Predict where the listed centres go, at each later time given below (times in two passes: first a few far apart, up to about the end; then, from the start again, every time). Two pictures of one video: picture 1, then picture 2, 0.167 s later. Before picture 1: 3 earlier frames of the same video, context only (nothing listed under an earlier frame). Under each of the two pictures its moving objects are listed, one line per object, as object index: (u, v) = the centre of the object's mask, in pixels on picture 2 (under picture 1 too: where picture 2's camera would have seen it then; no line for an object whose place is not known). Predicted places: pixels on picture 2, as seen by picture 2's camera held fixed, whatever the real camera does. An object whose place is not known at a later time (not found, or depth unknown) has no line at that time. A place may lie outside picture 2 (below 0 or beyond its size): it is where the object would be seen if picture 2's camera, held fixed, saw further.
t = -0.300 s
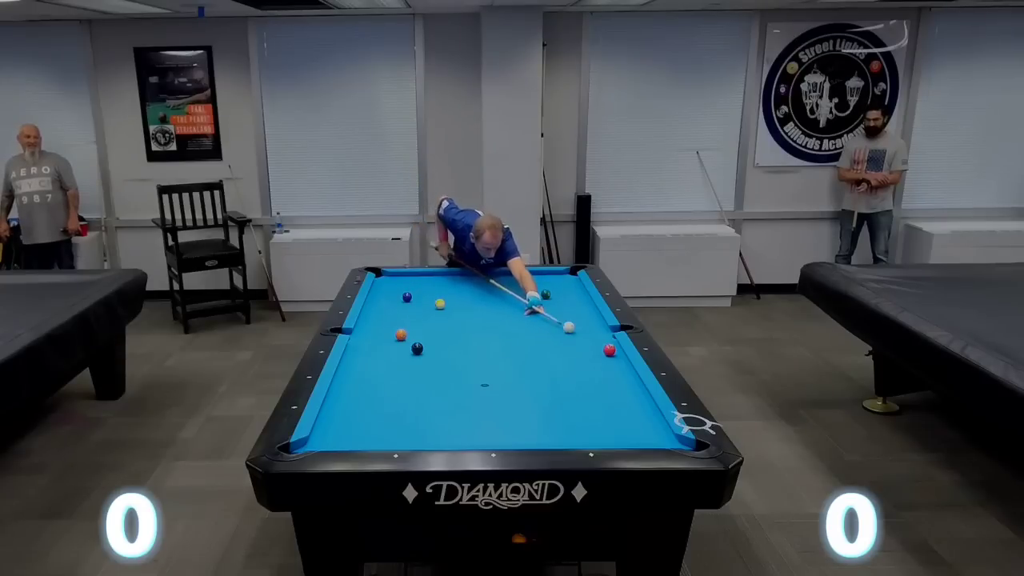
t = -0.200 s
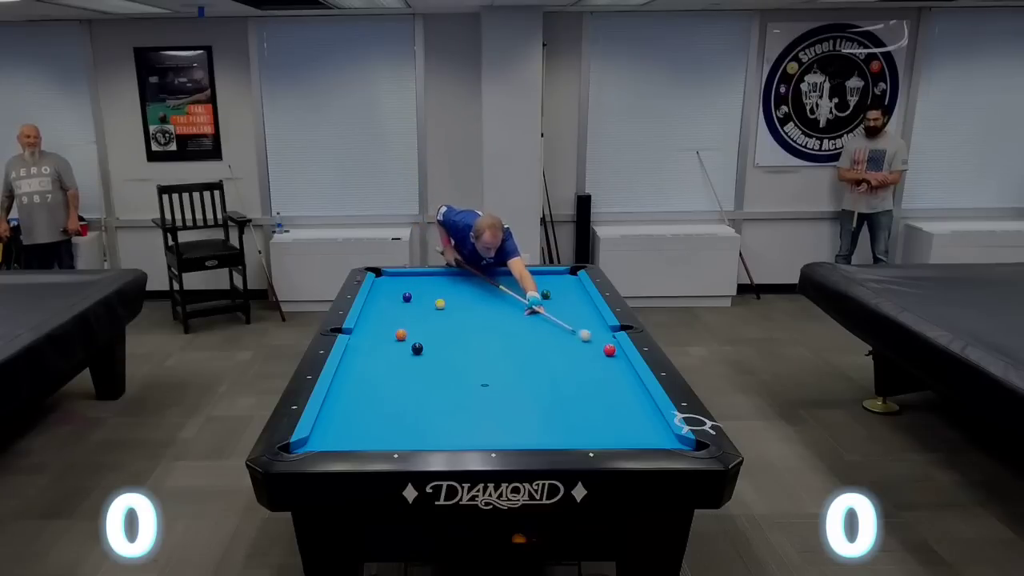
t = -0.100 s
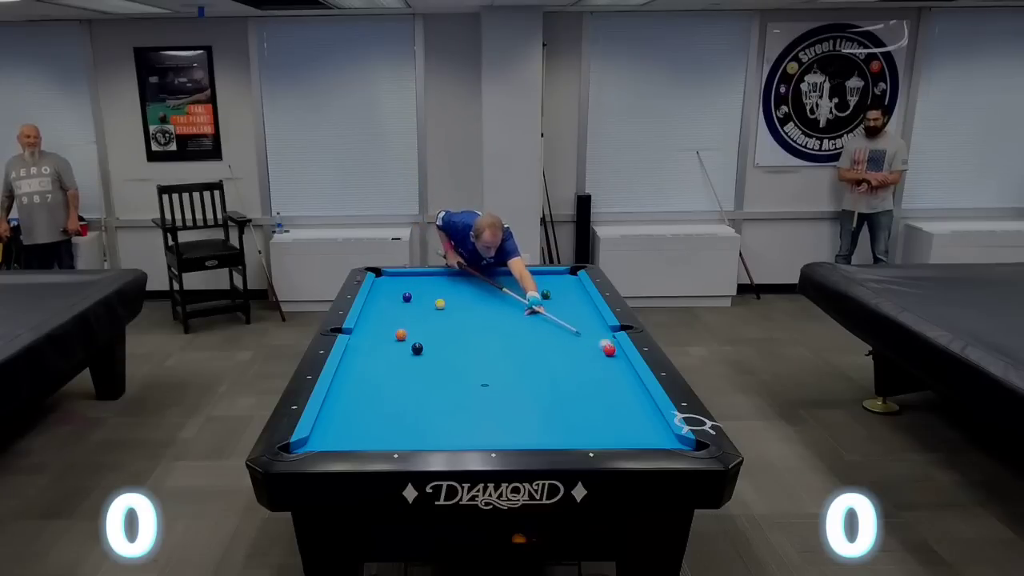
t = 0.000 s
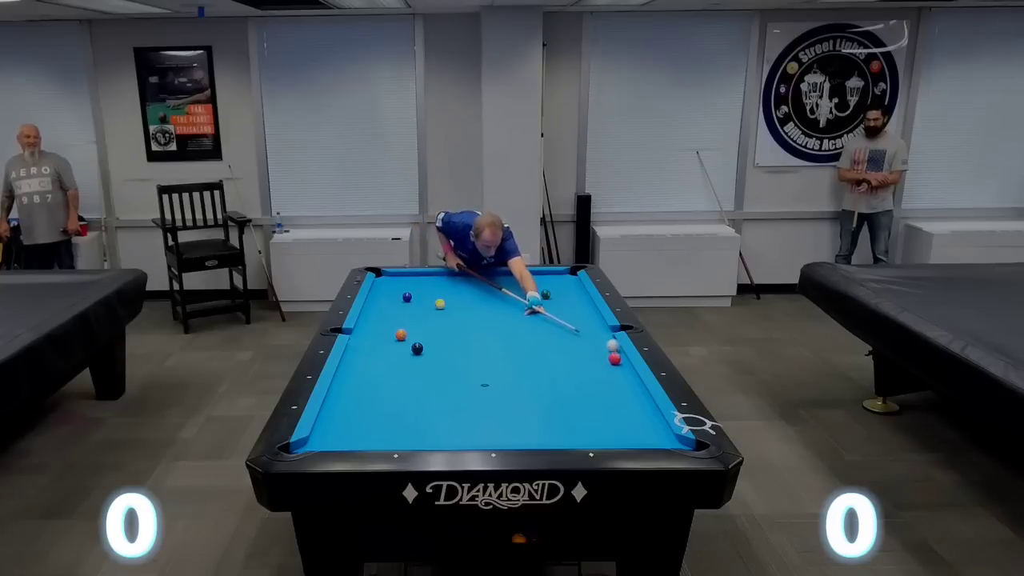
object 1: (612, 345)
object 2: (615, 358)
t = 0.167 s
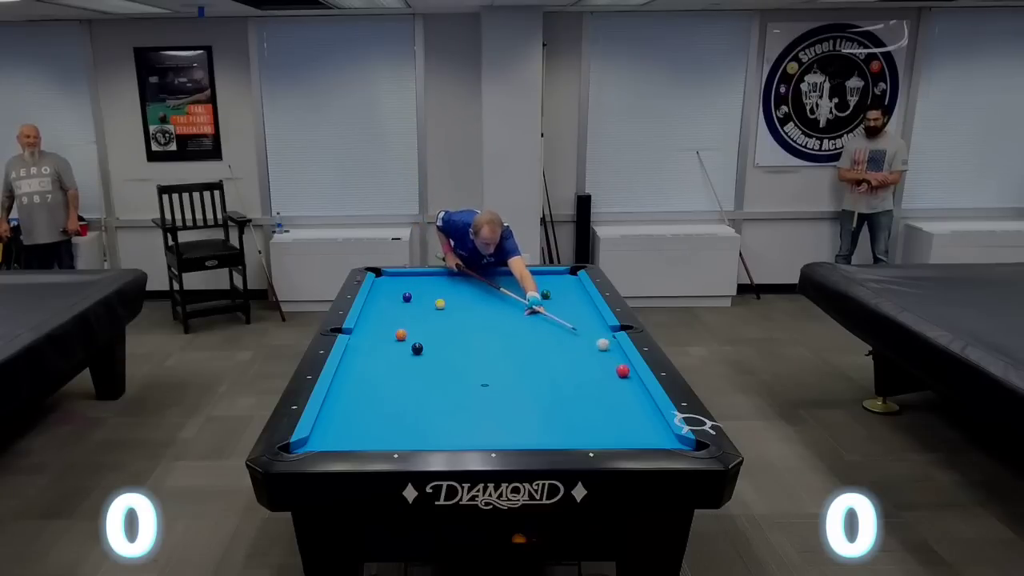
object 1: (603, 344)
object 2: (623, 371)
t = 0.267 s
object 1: (597, 344)
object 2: (628, 378)
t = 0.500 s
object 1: (584, 342)
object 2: (640, 398)
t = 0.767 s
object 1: (571, 341)
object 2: (655, 422)
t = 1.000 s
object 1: (560, 339)
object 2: (671, 442)
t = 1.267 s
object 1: (549, 338)
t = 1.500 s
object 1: (541, 337)
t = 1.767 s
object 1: (532, 336)
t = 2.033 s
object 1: (524, 335)
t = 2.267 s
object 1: (519, 334)
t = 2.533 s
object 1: (513, 334)
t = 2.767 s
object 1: (509, 333)
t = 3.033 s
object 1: (506, 333)
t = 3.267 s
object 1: (504, 333)
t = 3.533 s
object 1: (502, 333)
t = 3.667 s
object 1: (502, 333)
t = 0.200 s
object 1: (601, 344)
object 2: (624, 373)
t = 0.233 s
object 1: (599, 344)
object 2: (626, 376)
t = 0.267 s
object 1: (597, 344)
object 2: (628, 378)
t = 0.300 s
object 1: (595, 343)
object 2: (629, 381)
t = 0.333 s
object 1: (593, 343)
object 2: (631, 384)
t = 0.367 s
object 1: (591, 343)
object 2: (633, 386)
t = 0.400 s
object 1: (589, 343)
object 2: (635, 389)
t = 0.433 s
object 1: (588, 342)
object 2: (636, 392)
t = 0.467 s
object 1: (586, 342)
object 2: (638, 394)
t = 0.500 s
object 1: (584, 342)
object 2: (640, 398)
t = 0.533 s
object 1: (582, 342)
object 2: (642, 400)
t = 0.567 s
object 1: (581, 342)
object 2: (643, 404)
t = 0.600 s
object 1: (579, 342)
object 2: (645, 407)
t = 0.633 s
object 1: (577, 341)
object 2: (647, 410)
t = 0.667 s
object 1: (575, 341)
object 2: (649, 413)
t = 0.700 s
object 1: (574, 341)
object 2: (651, 416)
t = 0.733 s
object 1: (572, 341)
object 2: (653, 420)
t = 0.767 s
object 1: (571, 341)
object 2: (655, 422)
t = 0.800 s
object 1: (569, 340)
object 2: (657, 425)
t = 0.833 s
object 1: (568, 340)
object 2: (659, 429)
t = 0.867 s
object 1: (566, 340)
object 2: (661, 432)
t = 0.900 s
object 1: (565, 340)
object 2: (664, 435)
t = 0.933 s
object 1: (563, 339)
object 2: (666, 437)
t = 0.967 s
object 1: (562, 339)
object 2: (668, 440)
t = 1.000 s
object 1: (560, 339)
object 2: (671, 442)
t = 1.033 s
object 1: (559, 339)
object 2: (676, 442)
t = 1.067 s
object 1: (558, 339)
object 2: (680, 443)
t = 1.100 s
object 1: (556, 339)
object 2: (684, 445)
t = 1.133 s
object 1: (555, 339)
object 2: (689, 448)
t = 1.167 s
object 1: (553, 338)
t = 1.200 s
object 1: (552, 338)
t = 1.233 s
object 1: (551, 338)
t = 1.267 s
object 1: (549, 338)
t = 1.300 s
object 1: (548, 338)
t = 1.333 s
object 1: (547, 338)
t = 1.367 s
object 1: (545, 338)
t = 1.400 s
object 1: (544, 337)
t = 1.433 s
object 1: (543, 337)
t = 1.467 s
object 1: (542, 337)
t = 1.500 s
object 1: (541, 337)
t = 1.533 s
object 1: (539, 337)
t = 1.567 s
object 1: (538, 337)
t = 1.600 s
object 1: (537, 337)
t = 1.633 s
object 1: (536, 337)
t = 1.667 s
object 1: (535, 337)
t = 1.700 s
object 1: (534, 336)
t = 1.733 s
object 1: (533, 336)
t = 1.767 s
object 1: (532, 336)
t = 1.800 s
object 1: (531, 336)
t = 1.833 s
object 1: (530, 336)
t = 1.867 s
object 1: (529, 336)
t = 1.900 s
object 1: (528, 336)
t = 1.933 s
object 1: (527, 336)
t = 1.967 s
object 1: (526, 335)
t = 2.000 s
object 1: (525, 335)
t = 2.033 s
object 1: (524, 335)
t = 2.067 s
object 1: (523, 335)
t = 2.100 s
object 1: (523, 335)
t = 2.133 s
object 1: (522, 335)
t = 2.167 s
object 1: (521, 335)
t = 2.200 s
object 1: (520, 335)
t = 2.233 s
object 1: (519, 335)
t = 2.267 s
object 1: (519, 334)
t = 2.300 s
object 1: (518, 334)
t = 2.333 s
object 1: (517, 334)
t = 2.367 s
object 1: (516, 334)
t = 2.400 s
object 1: (516, 334)
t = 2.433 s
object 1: (515, 334)
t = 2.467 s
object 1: (515, 334)
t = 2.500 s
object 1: (514, 334)
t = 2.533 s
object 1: (513, 334)
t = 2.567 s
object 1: (513, 334)
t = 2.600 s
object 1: (512, 334)
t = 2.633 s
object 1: (512, 334)
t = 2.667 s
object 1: (511, 334)
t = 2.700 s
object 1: (510, 334)
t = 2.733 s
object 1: (510, 333)
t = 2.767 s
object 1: (509, 333)
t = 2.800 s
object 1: (509, 334)
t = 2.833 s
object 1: (508, 333)
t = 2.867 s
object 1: (508, 333)
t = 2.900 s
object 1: (507, 333)
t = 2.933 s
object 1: (507, 333)
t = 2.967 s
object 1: (506, 333)
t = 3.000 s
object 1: (506, 333)
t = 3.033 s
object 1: (506, 333)
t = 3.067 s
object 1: (505, 333)
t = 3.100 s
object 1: (505, 333)
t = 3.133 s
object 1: (505, 333)
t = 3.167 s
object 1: (504, 333)
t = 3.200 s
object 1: (504, 333)
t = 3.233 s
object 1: (504, 333)
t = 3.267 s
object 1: (504, 333)
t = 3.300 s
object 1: (504, 333)
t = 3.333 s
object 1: (503, 333)
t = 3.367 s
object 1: (503, 333)
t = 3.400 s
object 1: (503, 333)
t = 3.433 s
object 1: (503, 333)
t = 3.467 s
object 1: (502, 333)
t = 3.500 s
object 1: (502, 333)
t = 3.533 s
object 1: (502, 333)
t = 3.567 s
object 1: (502, 333)
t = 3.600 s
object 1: (502, 333)
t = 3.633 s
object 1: (502, 333)
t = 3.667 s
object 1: (502, 333)
